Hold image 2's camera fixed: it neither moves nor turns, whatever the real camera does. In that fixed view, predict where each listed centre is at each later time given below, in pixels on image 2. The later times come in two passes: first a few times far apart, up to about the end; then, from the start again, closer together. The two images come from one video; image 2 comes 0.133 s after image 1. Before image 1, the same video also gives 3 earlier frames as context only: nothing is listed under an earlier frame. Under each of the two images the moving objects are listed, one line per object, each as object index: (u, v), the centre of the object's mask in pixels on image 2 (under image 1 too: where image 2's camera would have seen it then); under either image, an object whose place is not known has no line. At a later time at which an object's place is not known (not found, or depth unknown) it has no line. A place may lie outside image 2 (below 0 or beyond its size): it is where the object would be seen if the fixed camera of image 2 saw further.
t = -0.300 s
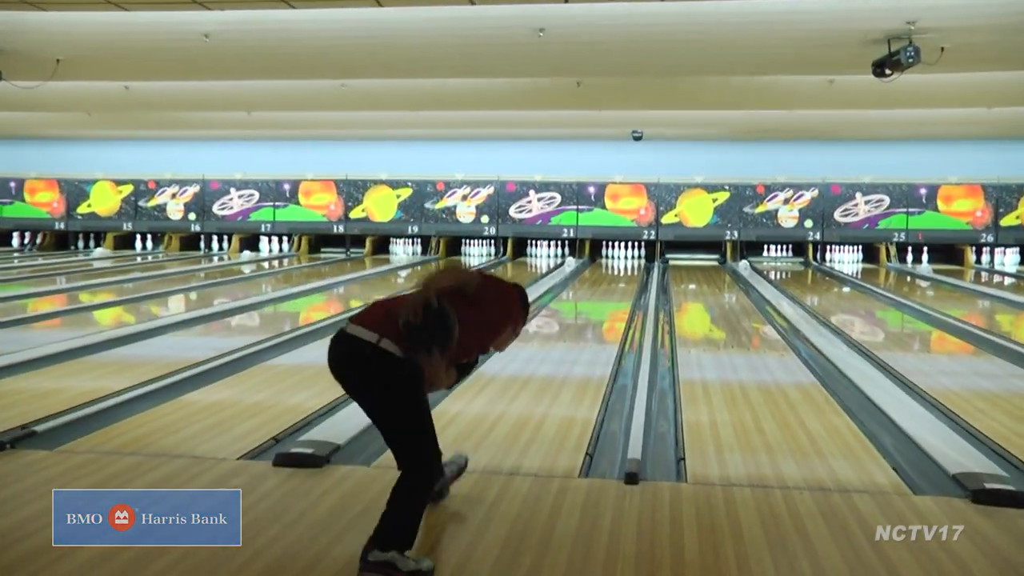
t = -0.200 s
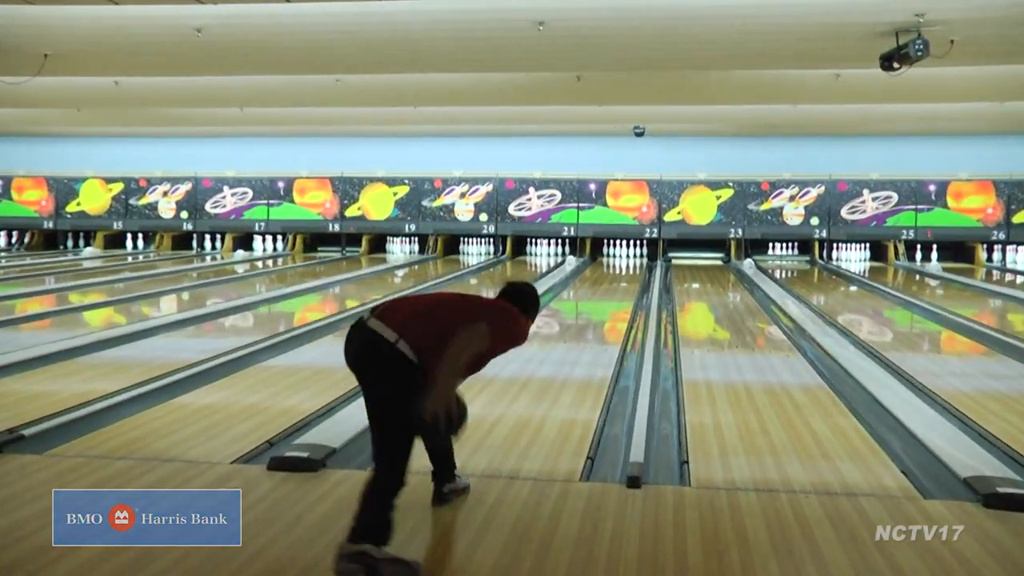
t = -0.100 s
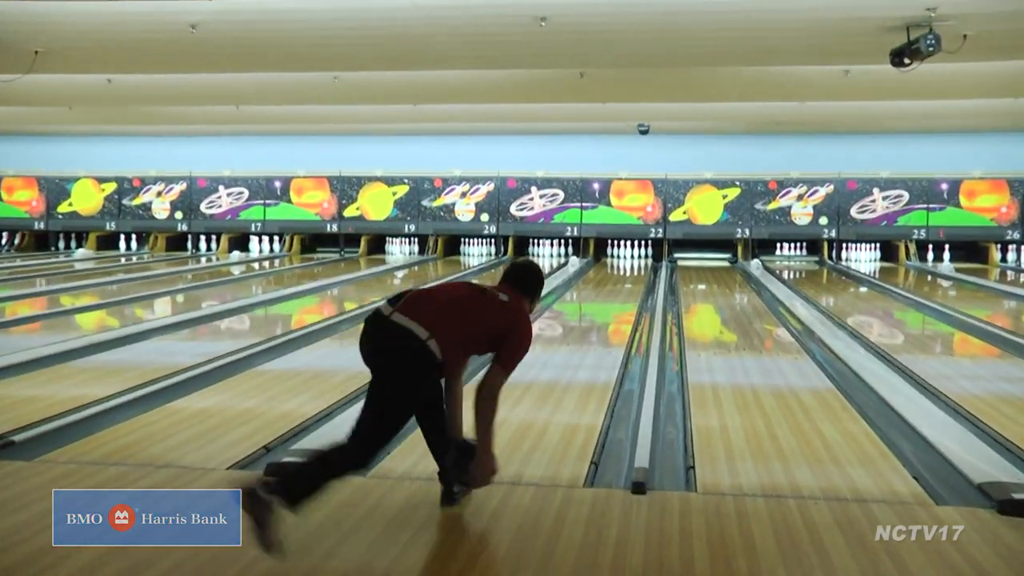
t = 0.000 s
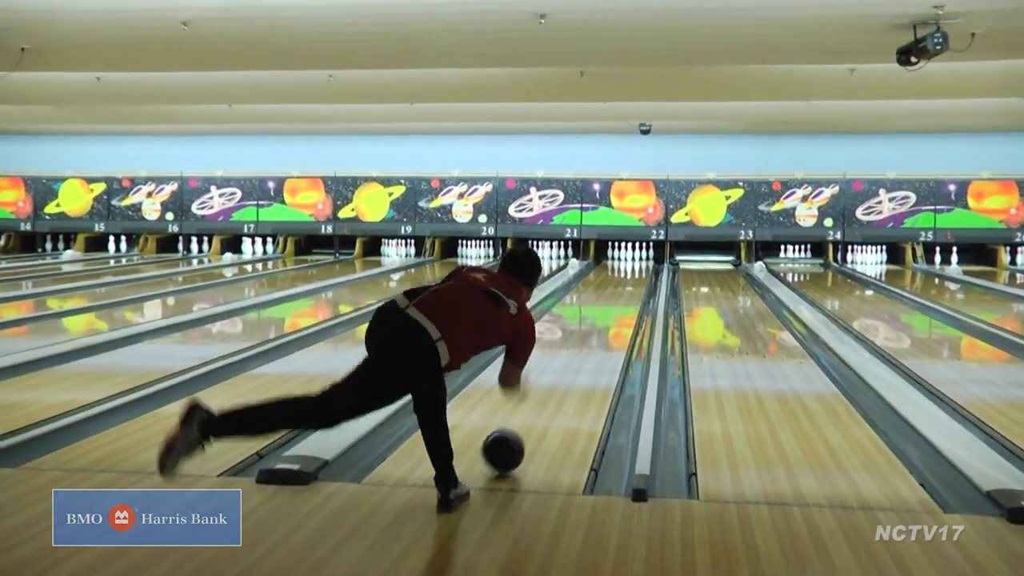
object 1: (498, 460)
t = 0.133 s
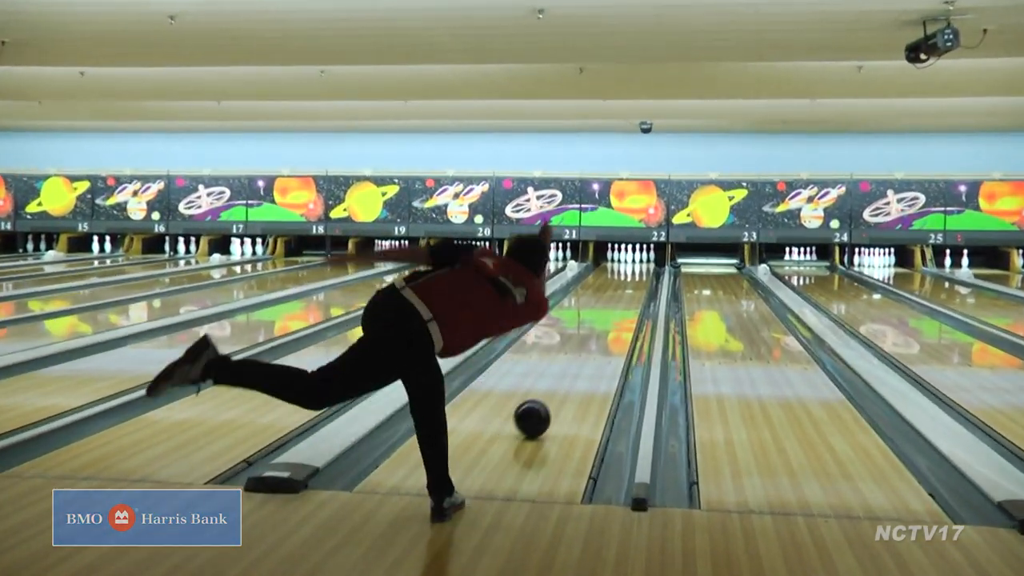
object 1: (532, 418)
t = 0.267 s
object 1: (556, 388)
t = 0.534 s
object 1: (588, 348)
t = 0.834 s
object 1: (610, 320)
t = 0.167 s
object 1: (539, 410)
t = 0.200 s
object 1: (545, 402)
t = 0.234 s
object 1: (551, 395)
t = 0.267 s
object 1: (556, 388)
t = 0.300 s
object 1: (561, 382)
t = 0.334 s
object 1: (566, 376)
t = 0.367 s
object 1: (568, 372)
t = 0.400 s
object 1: (578, 363)
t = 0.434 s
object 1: (578, 361)
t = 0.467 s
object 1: (581, 356)
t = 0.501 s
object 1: (585, 352)
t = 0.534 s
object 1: (588, 348)
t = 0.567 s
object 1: (590, 344)
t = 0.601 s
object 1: (594, 341)
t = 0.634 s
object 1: (596, 337)
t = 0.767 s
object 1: (606, 326)
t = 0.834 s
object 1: (610, 320)
